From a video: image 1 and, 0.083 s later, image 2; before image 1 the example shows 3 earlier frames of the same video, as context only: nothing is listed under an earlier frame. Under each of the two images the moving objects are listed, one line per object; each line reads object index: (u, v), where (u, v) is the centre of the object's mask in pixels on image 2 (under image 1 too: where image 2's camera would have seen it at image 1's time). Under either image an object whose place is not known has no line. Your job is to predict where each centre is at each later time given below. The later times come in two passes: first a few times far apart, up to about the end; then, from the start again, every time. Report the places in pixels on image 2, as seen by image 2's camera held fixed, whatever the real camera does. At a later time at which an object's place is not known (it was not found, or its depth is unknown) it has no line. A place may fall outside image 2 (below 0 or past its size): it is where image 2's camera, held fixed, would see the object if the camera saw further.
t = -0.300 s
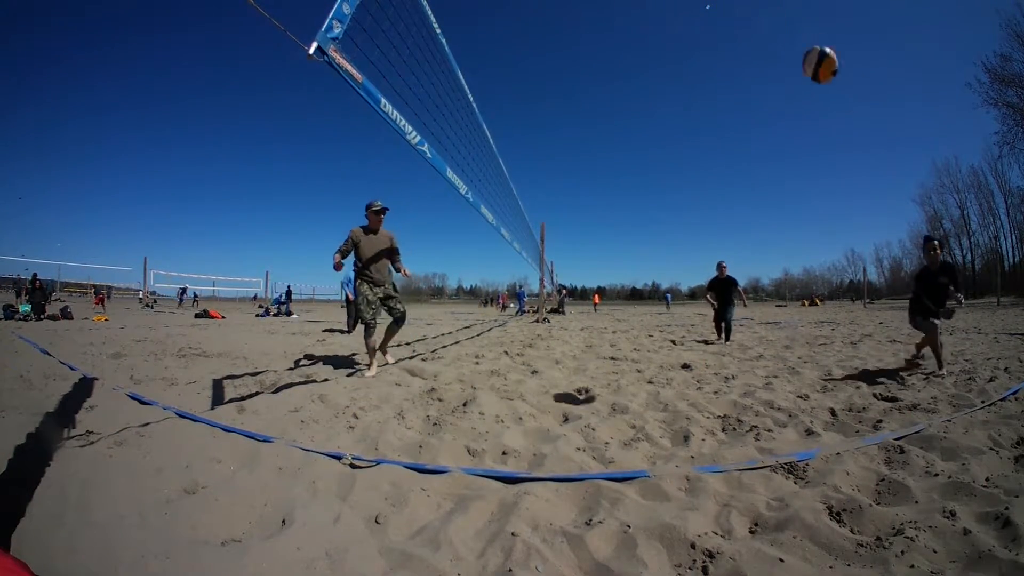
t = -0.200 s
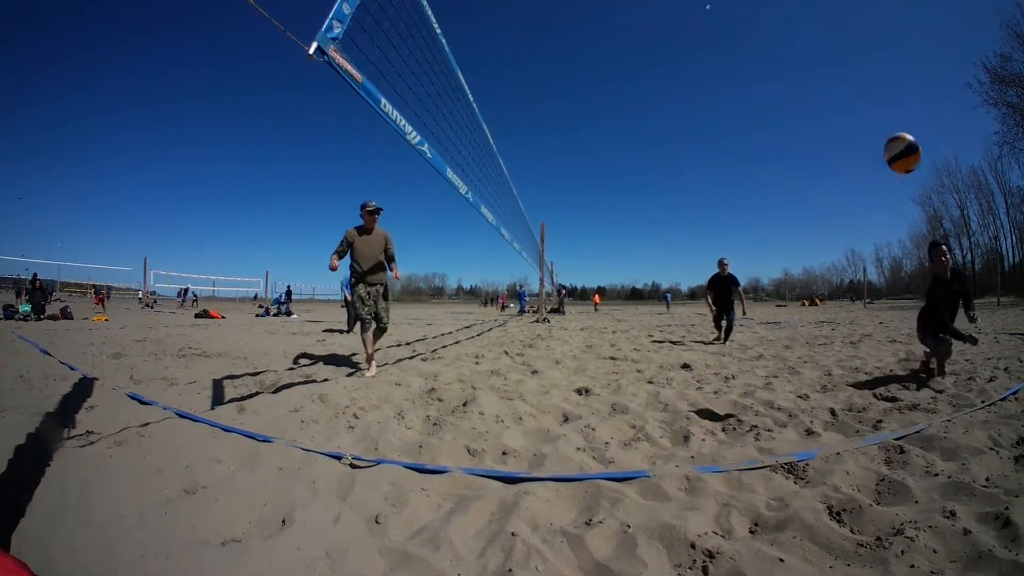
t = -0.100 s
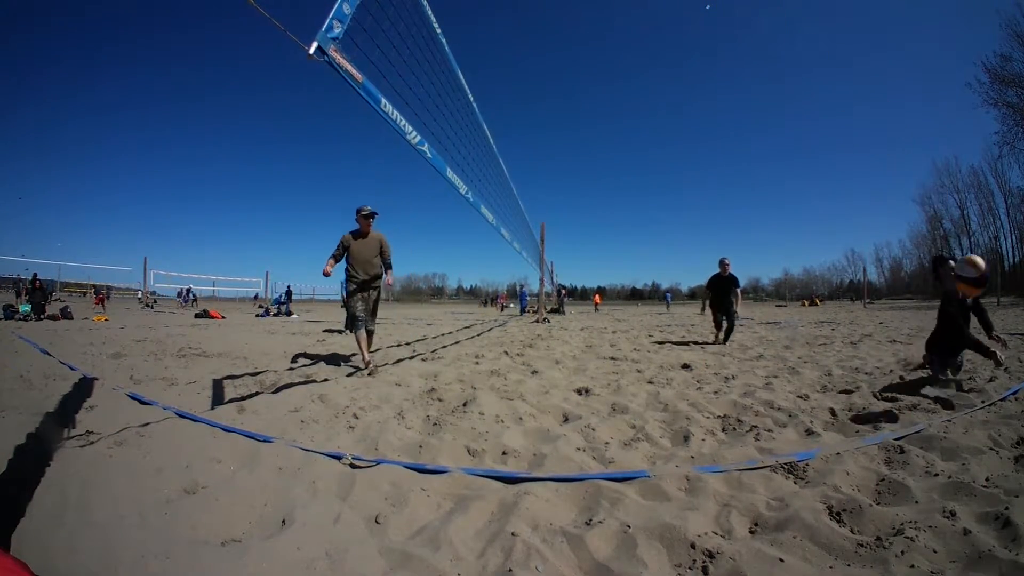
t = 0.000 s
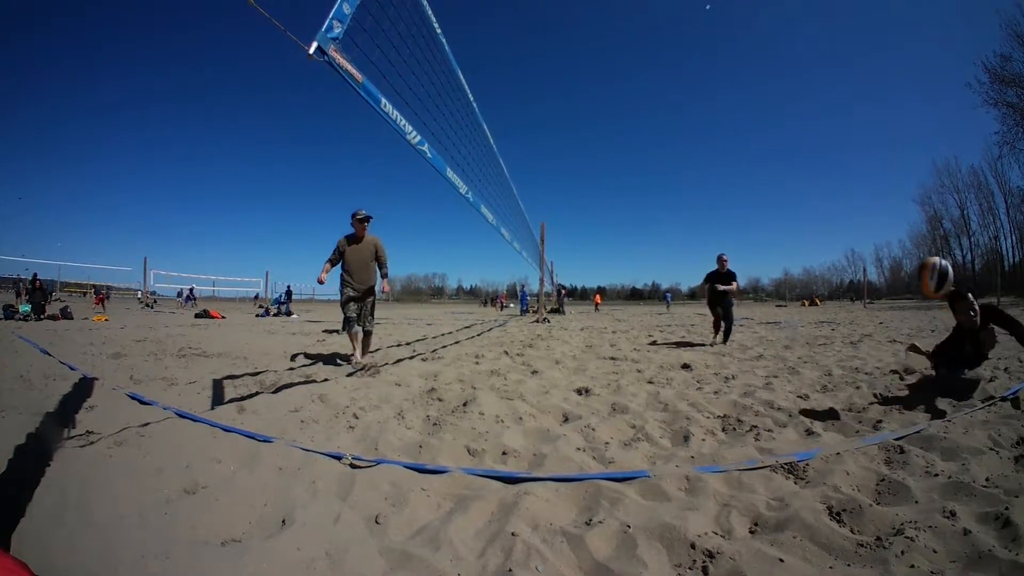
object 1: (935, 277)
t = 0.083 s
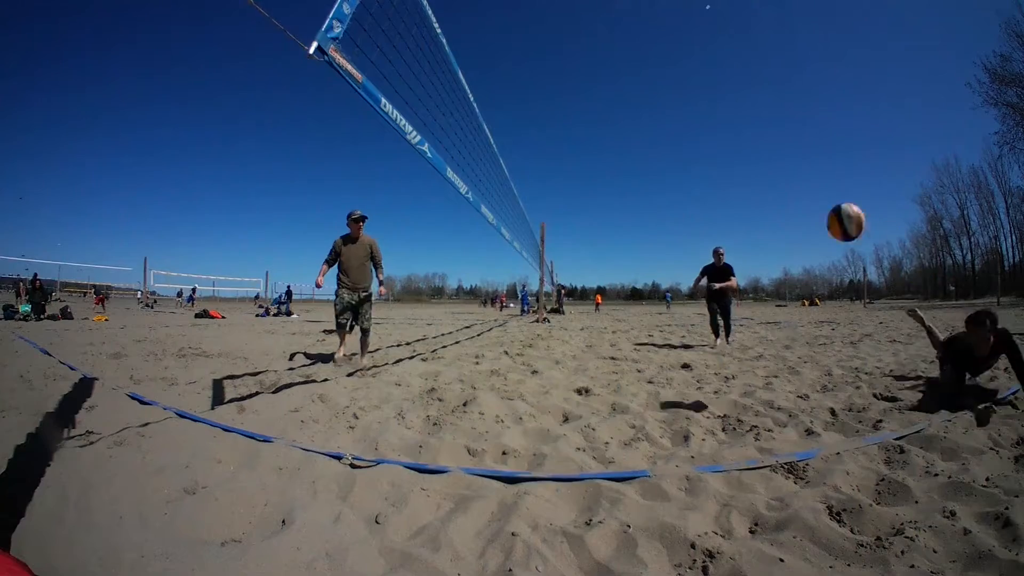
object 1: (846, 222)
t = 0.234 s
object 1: (692, 179)
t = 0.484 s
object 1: (530, 201)
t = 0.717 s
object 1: (499, 233)
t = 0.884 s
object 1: (504, 269)
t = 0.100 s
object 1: (827, 214)
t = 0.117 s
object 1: (809, 206)
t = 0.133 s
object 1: (791, 200)
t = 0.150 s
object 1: (772, 195)
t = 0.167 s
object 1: (755, 190)
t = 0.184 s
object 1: (738, 186)
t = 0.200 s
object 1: (722, 183)
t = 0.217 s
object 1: (707, 180)
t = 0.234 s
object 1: (692, 179)
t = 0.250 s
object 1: (677, 177)
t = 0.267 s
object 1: (663, 176)
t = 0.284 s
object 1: (650, 175)
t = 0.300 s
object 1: (637, 176)
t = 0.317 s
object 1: (625, 177)
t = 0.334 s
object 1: (613, 178)
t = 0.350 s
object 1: (602, 180)
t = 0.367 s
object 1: (592, 182)
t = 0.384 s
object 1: (582, 184)
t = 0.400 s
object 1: (572, 186)
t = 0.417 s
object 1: (563, 189)
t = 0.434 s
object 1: (554, 192)
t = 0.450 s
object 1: (545, 195)
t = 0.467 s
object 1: (537, 197)
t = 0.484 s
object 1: (530, 201)
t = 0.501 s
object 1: (523, 205)
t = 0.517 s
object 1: (516, 209)
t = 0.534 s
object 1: (509, 213)
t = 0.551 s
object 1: (503, 217)
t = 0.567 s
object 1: (499, 220)
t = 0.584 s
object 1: (497, 221)
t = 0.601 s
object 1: (496, 222)
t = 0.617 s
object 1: (496, 223)
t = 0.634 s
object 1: (496, 224)
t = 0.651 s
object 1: (497, 226)
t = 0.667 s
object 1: (497, 227)
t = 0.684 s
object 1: (498, 229)
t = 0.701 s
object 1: (499, 231)
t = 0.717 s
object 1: (499, 233)
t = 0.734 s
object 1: (500, 236)
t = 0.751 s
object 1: (500, 239)
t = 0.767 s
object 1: (501, 242)
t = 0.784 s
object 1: (501, 244)
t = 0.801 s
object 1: (502, 249)
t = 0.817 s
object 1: (502, 252)
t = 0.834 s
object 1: (502, 256)
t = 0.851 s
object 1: (502, 260)
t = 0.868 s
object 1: (503, 265)
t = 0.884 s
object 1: (504, 269)
